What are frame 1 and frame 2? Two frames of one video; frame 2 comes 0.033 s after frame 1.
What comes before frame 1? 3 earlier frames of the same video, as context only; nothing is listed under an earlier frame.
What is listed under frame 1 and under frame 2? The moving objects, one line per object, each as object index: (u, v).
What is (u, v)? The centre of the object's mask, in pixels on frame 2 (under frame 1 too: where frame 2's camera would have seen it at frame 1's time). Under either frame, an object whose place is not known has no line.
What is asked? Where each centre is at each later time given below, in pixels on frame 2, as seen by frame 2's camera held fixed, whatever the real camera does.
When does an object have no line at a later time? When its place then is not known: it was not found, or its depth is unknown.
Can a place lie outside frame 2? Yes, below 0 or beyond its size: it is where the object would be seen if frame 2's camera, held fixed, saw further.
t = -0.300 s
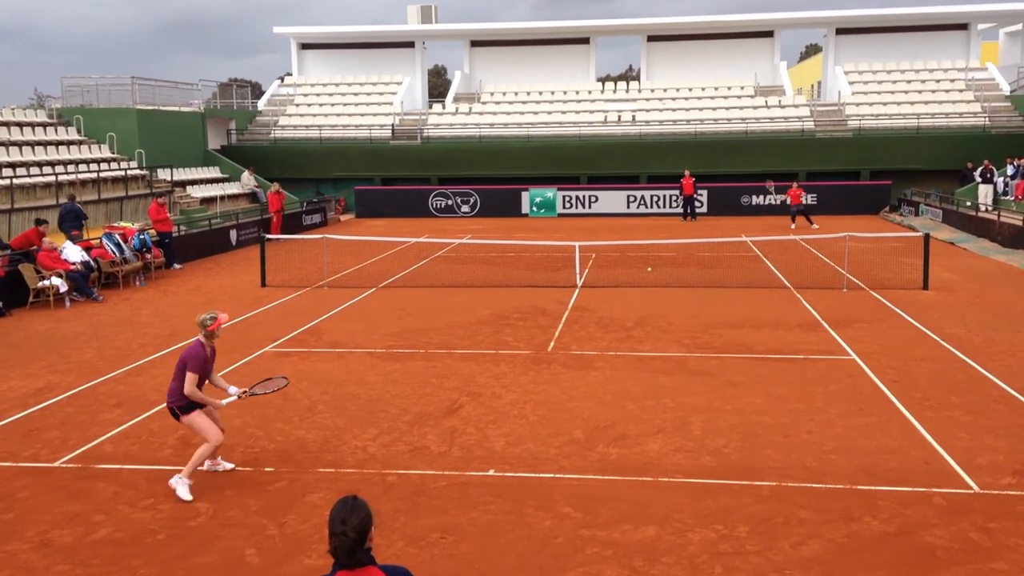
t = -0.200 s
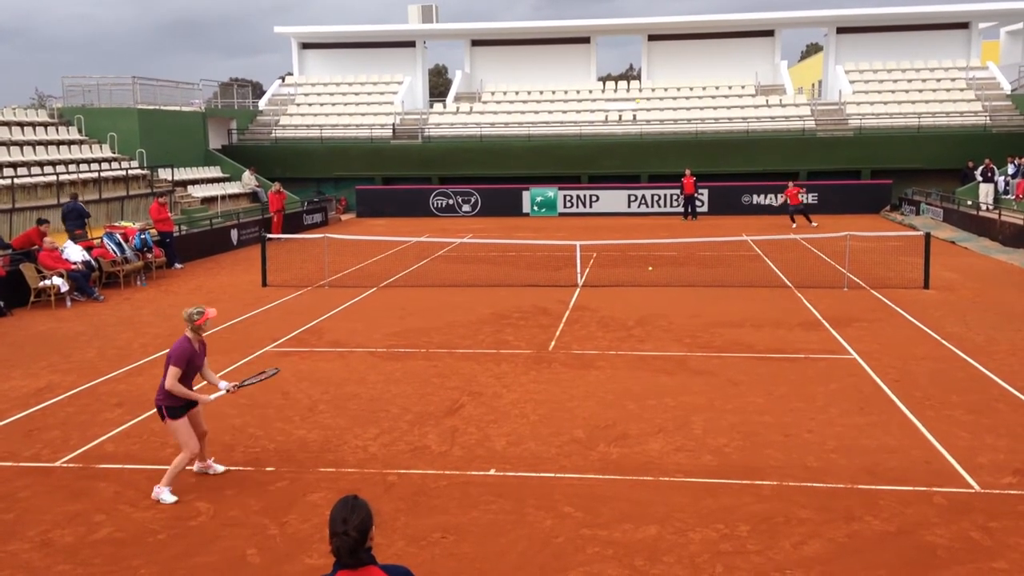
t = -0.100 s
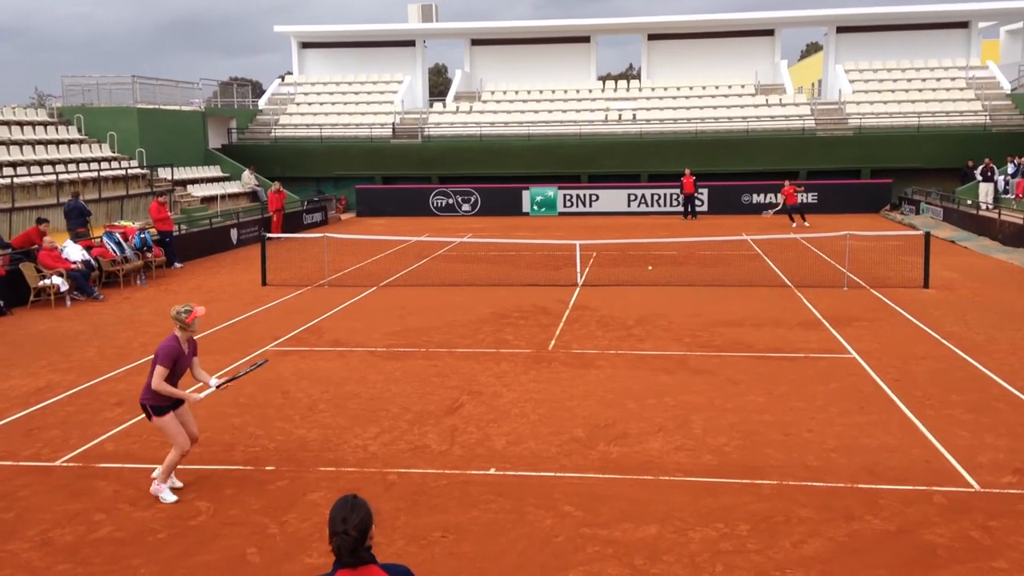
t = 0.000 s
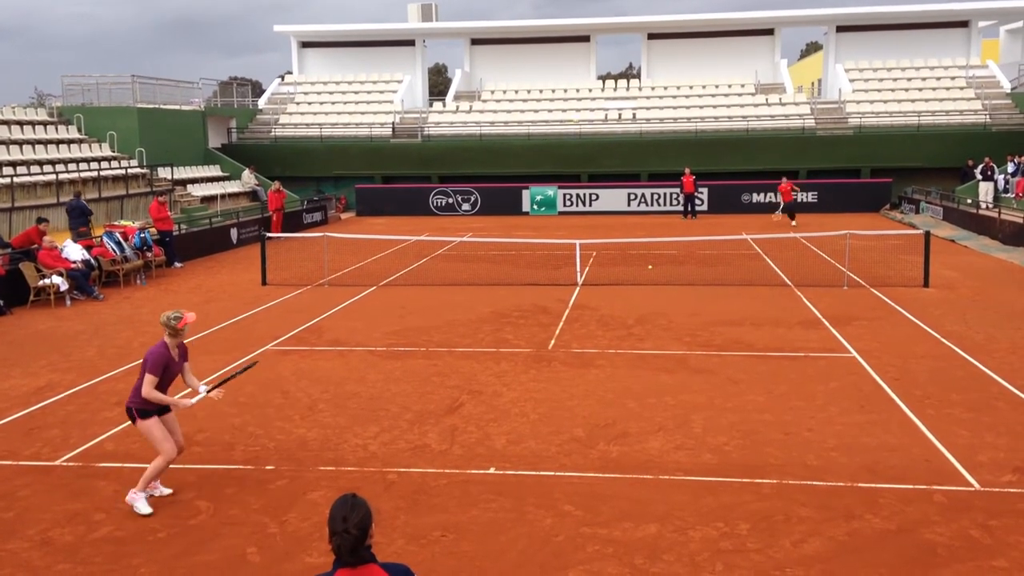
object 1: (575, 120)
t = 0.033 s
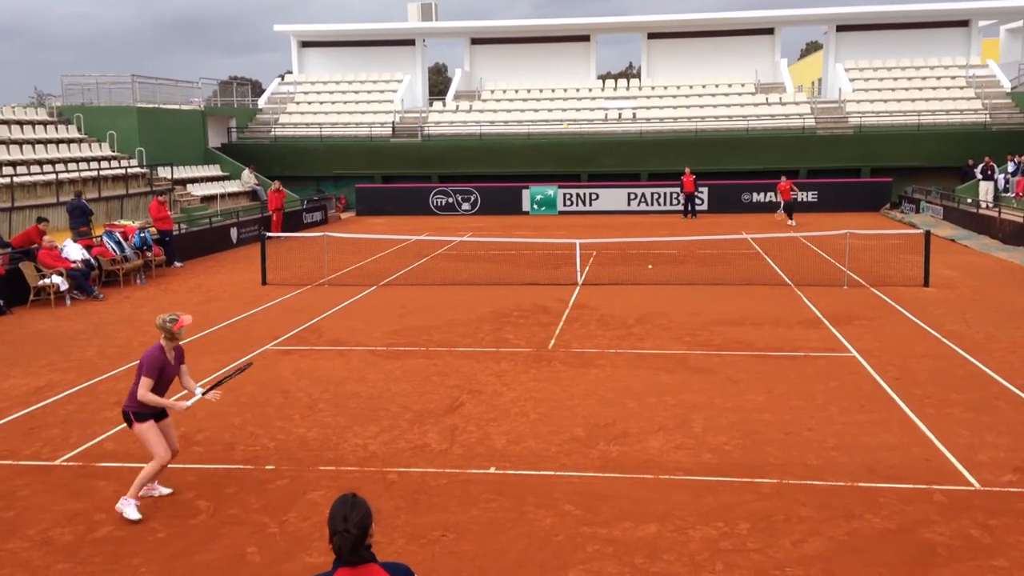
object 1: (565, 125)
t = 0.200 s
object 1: (506, 181)
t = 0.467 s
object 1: (379, 381)
